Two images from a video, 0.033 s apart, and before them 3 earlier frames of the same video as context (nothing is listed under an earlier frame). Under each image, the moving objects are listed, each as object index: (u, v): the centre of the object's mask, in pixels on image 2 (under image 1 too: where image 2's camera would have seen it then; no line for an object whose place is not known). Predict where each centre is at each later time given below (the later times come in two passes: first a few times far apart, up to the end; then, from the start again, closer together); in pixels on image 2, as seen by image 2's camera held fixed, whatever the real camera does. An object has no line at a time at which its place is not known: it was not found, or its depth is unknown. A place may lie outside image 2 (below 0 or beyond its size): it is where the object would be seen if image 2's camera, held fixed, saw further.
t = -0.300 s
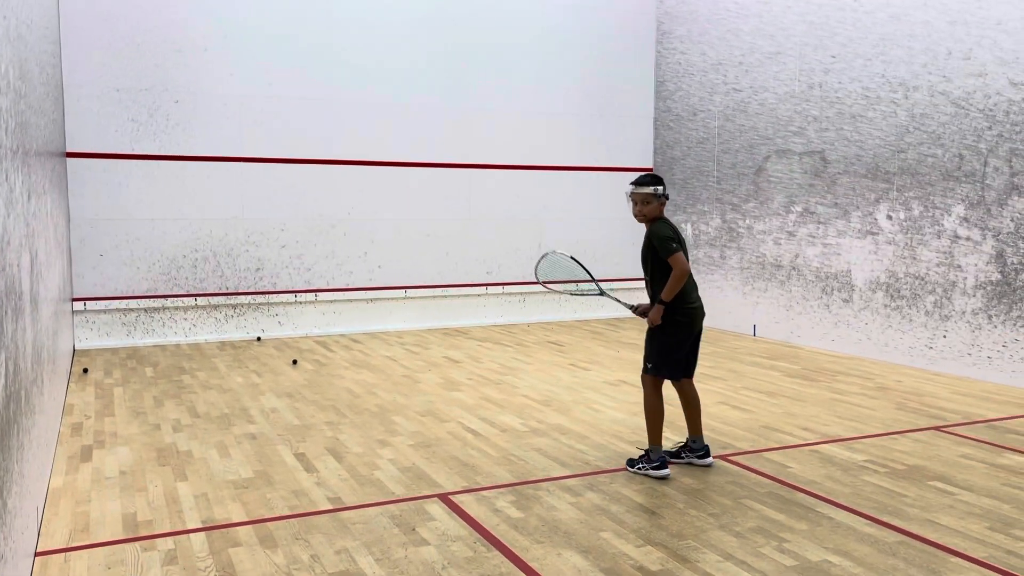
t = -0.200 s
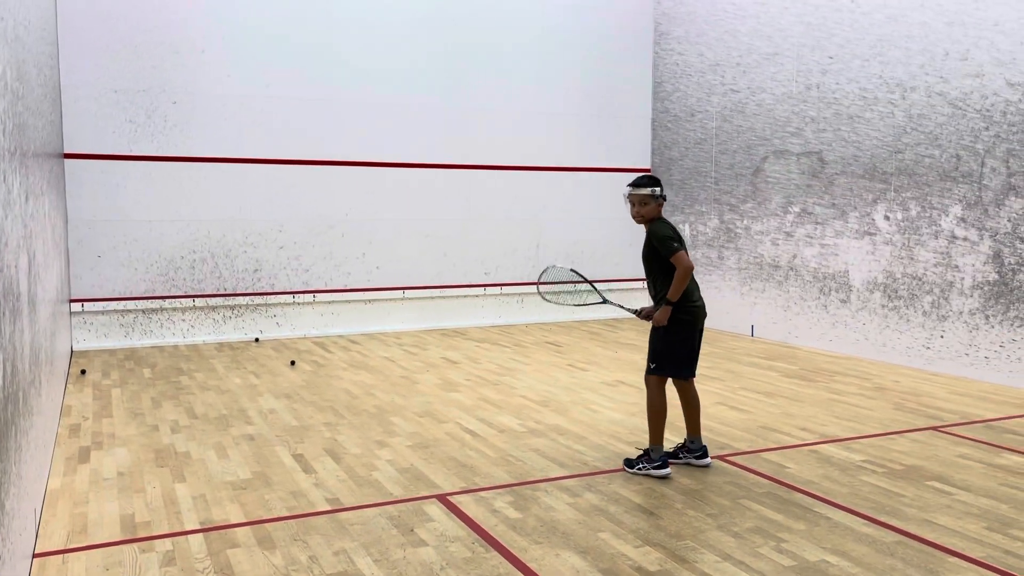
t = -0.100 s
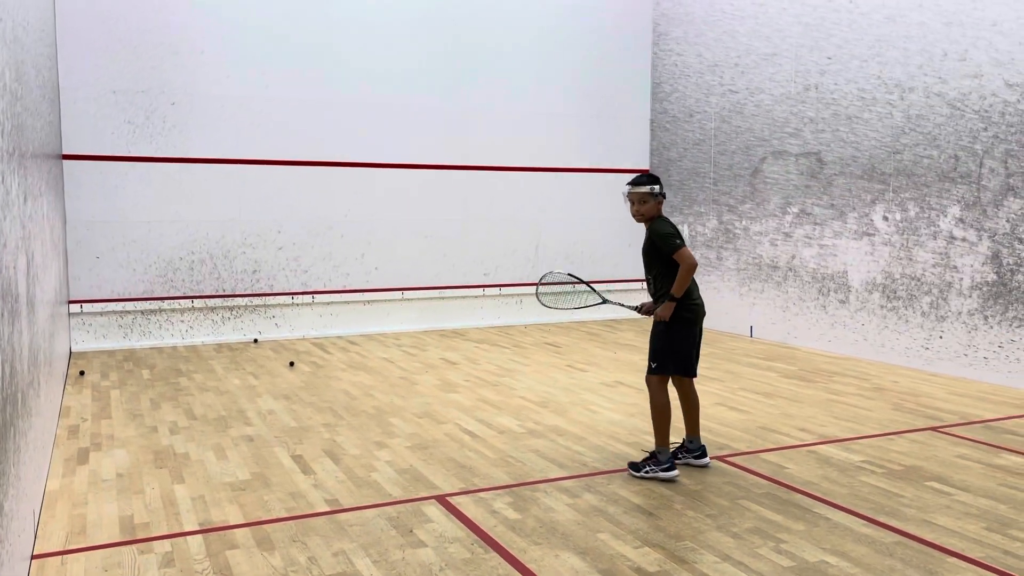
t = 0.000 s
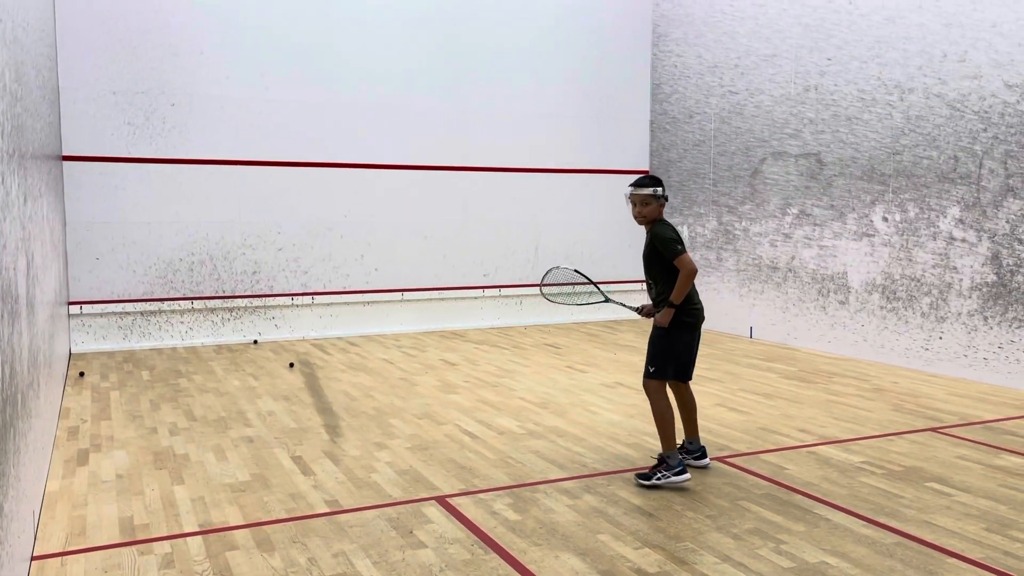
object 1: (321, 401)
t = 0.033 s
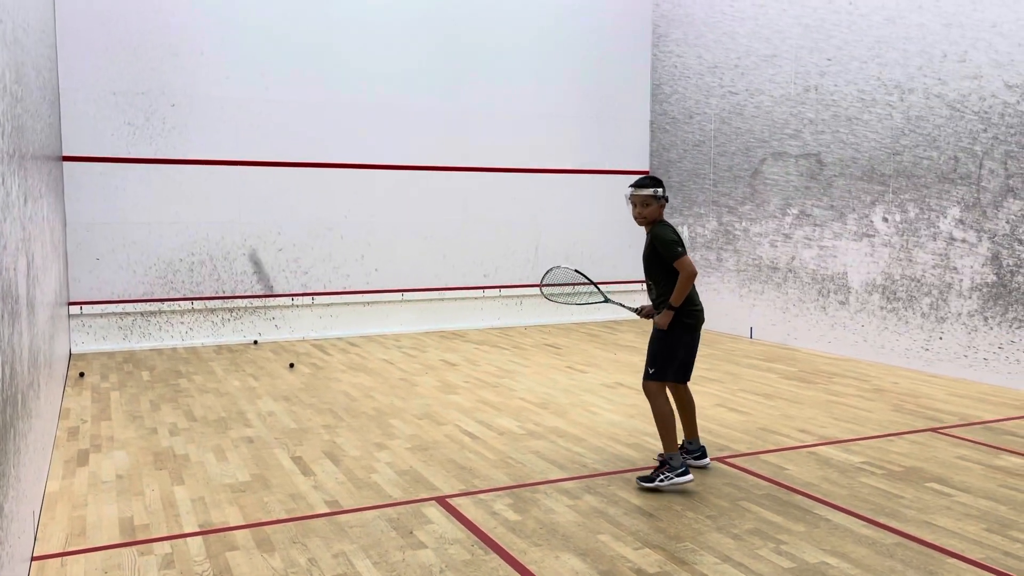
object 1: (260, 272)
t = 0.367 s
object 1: (148, 51)
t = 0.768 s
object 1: (173, 76)
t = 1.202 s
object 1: (240, 514)
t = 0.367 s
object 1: (148, 51)
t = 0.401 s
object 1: (149, 46)
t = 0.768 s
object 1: (173, 76)
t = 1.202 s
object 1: (240, 514)
